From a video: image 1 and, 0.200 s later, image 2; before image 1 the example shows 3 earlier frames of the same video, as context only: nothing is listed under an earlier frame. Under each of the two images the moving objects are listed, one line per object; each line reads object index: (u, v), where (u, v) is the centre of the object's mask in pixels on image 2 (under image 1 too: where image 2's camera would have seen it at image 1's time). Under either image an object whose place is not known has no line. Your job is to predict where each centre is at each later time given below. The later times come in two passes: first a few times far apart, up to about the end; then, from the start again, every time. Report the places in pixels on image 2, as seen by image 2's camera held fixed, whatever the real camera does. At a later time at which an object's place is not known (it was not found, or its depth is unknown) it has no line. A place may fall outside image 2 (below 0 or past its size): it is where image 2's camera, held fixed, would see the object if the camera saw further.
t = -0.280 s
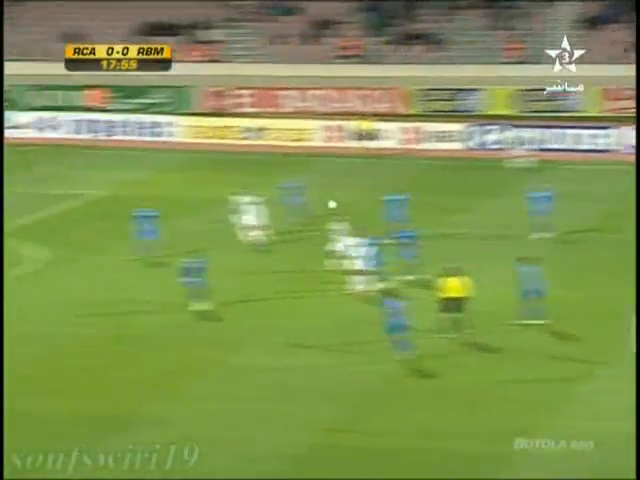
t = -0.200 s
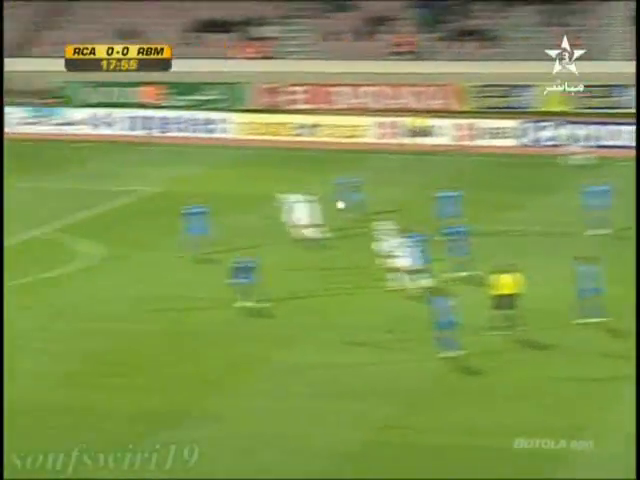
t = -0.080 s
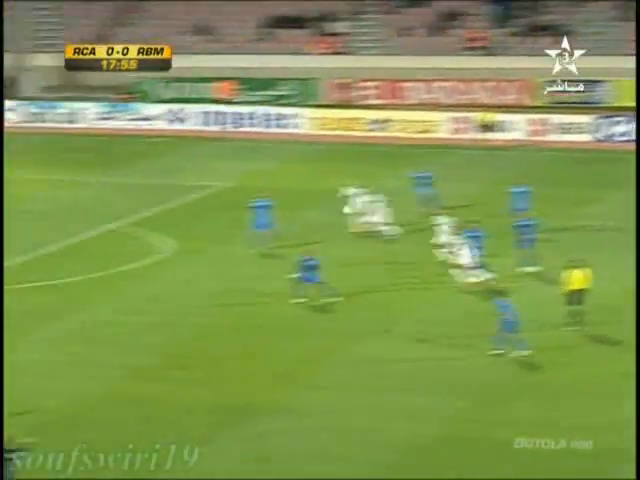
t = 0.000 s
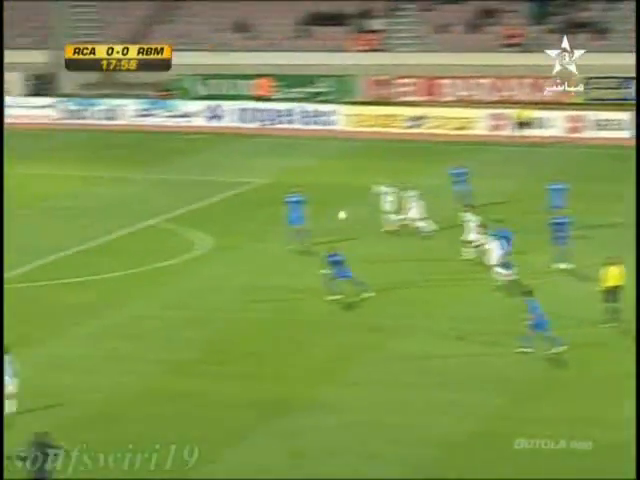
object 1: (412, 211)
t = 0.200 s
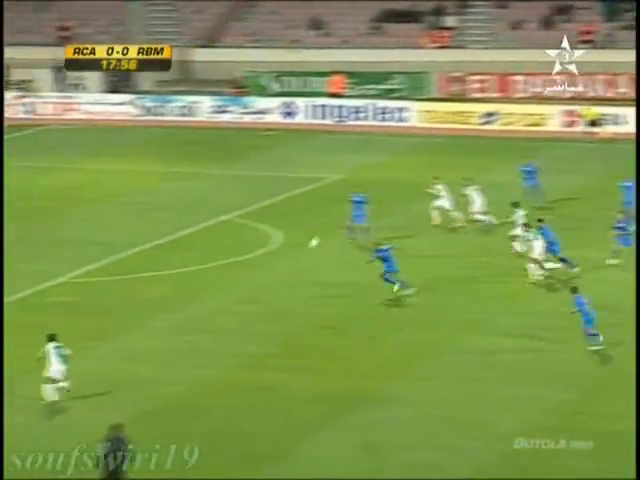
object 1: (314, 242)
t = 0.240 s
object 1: (295, 250)
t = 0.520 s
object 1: (167, 320)
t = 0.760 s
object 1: (80, 301)
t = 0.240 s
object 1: (295, 250)
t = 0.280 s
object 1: (276, 258)
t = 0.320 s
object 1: (257, 267)
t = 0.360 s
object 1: (239, 277)
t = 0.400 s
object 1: (221, 286)
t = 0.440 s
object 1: (203, 297)
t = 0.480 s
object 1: (185, 308)
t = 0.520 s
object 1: (167, 320)
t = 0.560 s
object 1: (151, 321)
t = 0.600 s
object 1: (137, 316)
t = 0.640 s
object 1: (124, 311)
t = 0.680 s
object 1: (109, 307)
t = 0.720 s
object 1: (94, 303)
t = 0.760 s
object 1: (80, 301)
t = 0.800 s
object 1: (66, 299)
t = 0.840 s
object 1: (52, 297)
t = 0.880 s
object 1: (38, 297)
